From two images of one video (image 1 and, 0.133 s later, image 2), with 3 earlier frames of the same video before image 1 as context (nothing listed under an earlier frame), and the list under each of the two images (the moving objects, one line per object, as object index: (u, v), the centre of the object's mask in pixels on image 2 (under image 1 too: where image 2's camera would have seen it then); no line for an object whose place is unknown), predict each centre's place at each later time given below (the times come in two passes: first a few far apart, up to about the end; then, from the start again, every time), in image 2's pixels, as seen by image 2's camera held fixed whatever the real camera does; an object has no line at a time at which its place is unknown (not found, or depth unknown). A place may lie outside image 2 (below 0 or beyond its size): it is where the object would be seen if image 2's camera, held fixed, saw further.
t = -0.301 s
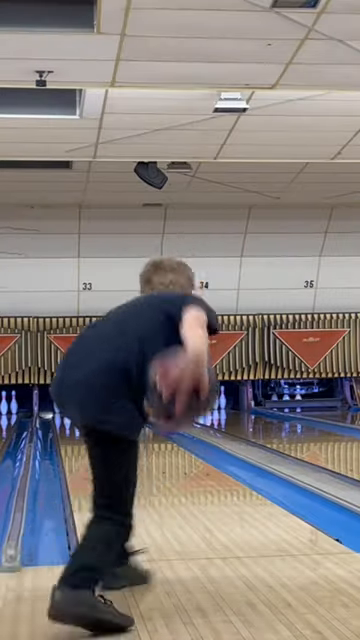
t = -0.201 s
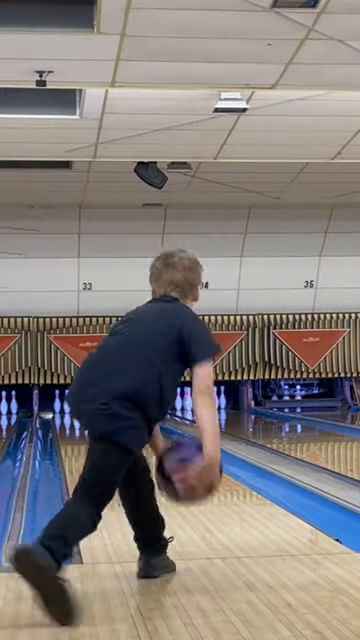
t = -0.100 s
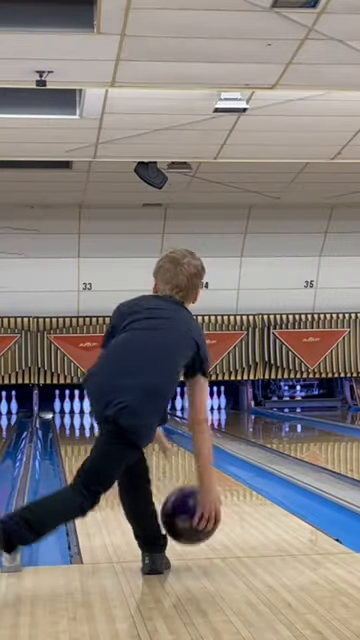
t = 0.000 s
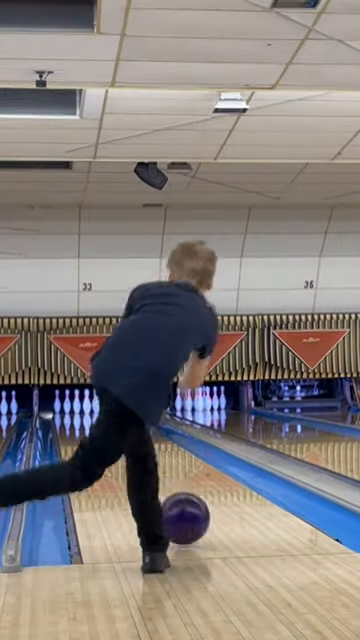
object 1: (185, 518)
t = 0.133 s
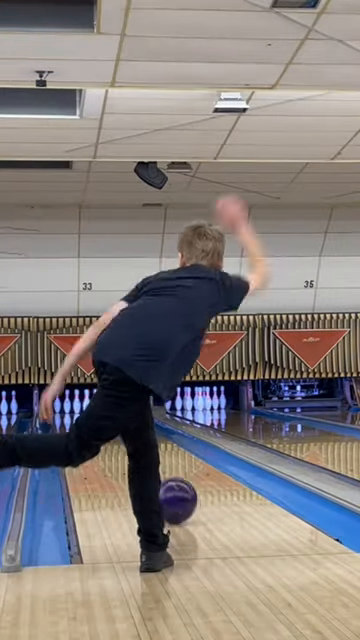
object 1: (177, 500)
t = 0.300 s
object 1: (172, 481)
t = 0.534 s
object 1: (167, 461)
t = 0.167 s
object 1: (176, 496)
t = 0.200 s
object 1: (176, 492)
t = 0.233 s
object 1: (174, 488)
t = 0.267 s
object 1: (173, 485)
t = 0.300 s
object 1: (172, 481)
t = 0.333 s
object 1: (171, 478)
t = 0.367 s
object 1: (170, 475)
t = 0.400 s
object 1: (169, 472)
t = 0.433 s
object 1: (169, 469)
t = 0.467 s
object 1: (168, 466)
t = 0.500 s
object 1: (167, 464)
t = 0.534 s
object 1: (167, 461)
